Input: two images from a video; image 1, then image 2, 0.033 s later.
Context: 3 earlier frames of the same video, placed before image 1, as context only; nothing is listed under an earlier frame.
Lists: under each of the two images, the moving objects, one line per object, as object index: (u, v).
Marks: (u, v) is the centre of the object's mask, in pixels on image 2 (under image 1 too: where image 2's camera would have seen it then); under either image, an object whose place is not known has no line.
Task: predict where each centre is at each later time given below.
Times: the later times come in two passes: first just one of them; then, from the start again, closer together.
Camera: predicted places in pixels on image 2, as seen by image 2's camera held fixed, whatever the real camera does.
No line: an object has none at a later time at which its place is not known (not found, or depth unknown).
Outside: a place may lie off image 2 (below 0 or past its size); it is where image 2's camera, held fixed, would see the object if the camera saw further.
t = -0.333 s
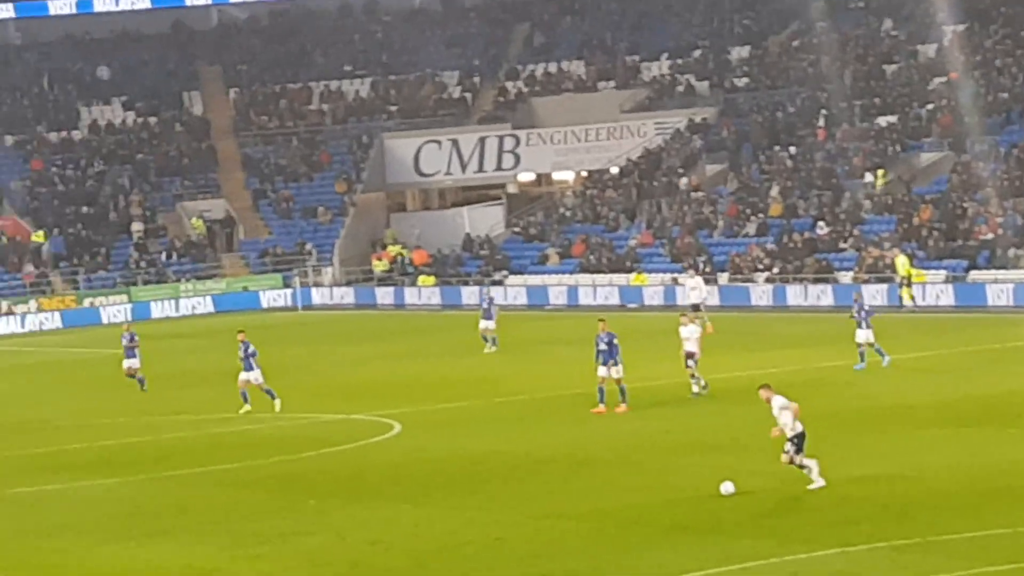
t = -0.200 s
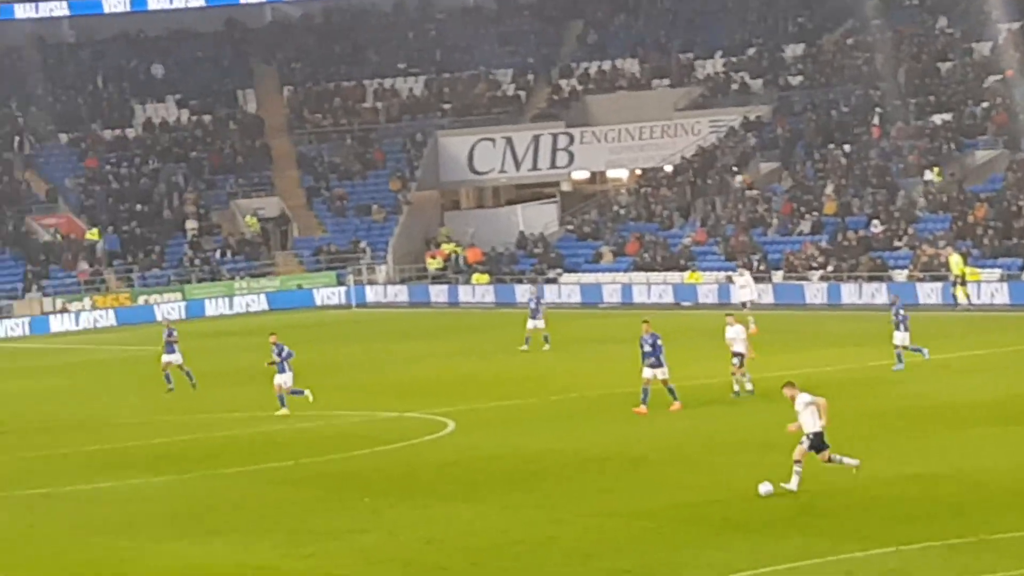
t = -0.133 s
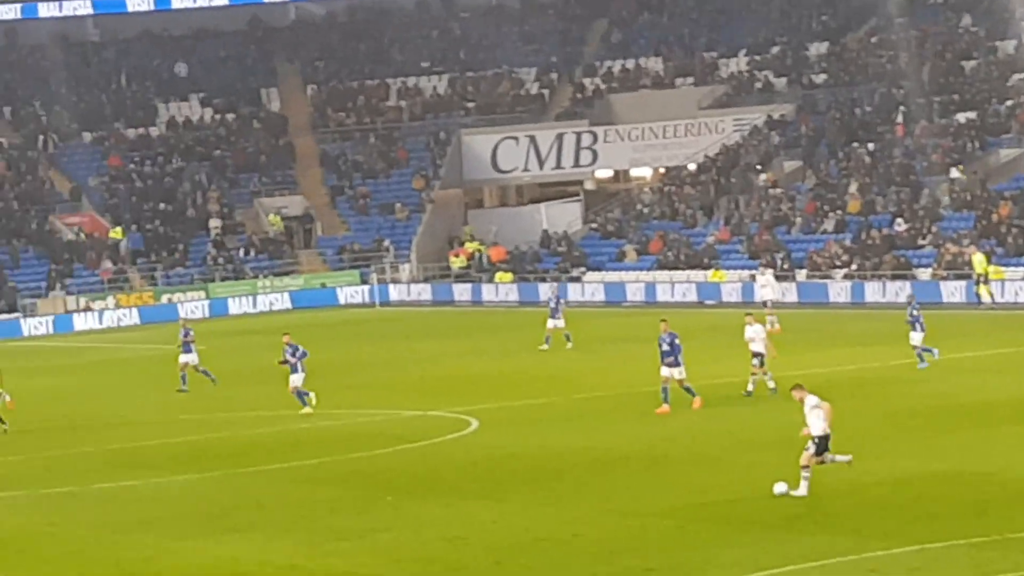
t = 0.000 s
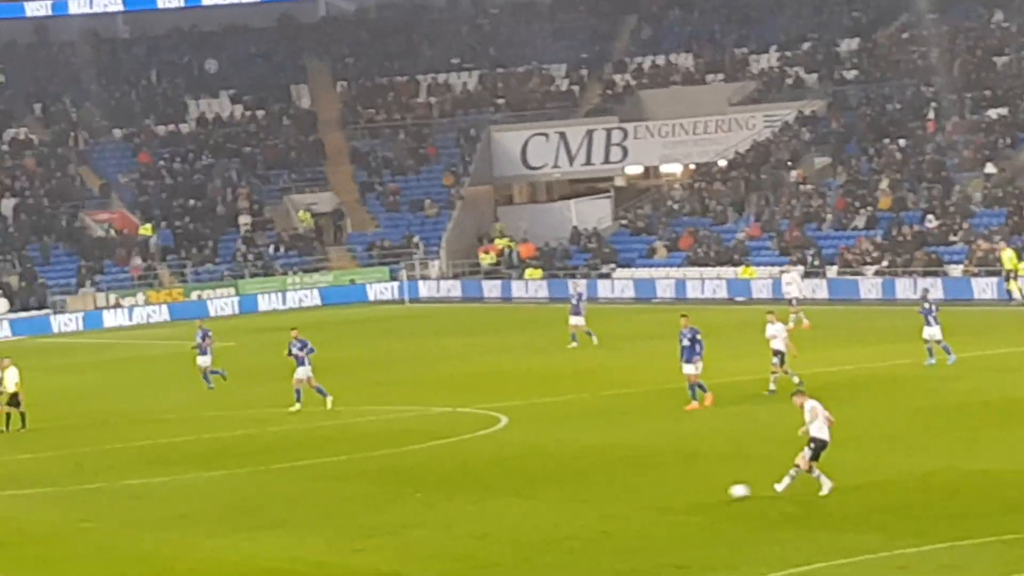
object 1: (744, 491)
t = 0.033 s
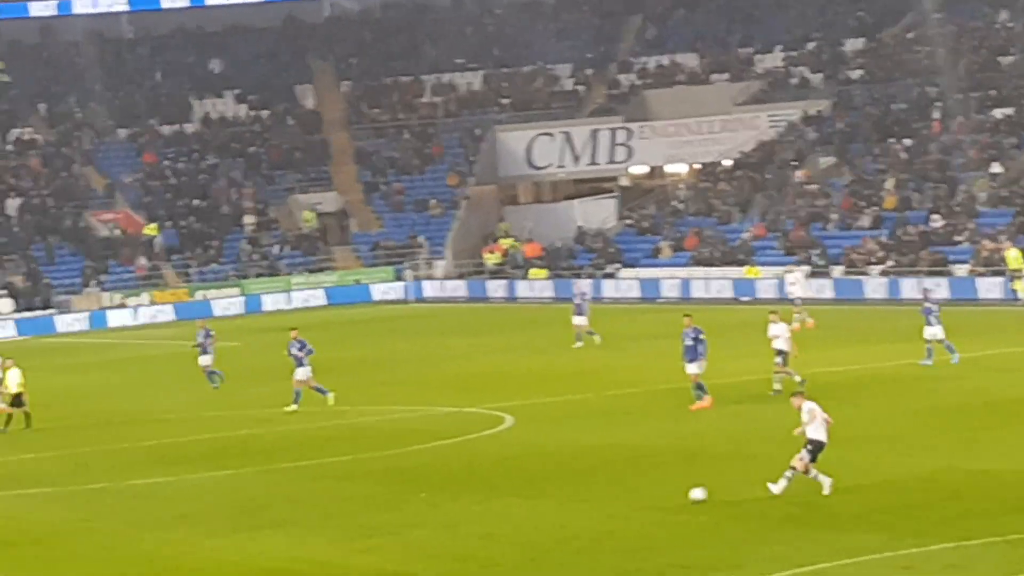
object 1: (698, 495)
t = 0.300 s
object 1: (355, 523)
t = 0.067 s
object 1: (652, 498)
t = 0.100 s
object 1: (608, 502)
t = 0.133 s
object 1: (563, 506)
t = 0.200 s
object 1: (477, 513)
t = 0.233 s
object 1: (435, 516)
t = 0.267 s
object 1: (395, 520)
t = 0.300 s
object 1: (355, 523)
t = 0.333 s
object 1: (315, 528)
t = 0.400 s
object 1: (241, 533)
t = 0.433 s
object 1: (205, 537)
